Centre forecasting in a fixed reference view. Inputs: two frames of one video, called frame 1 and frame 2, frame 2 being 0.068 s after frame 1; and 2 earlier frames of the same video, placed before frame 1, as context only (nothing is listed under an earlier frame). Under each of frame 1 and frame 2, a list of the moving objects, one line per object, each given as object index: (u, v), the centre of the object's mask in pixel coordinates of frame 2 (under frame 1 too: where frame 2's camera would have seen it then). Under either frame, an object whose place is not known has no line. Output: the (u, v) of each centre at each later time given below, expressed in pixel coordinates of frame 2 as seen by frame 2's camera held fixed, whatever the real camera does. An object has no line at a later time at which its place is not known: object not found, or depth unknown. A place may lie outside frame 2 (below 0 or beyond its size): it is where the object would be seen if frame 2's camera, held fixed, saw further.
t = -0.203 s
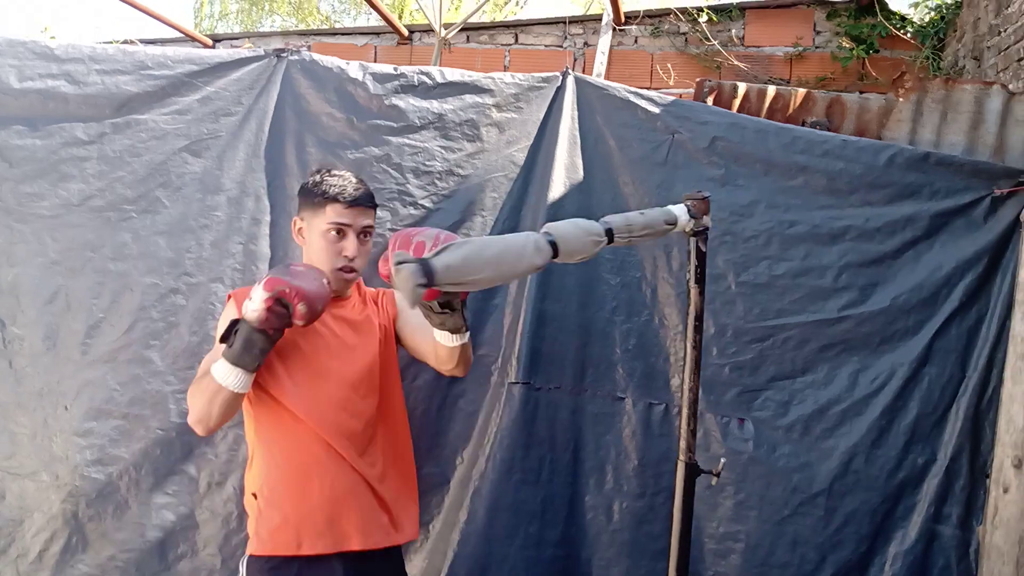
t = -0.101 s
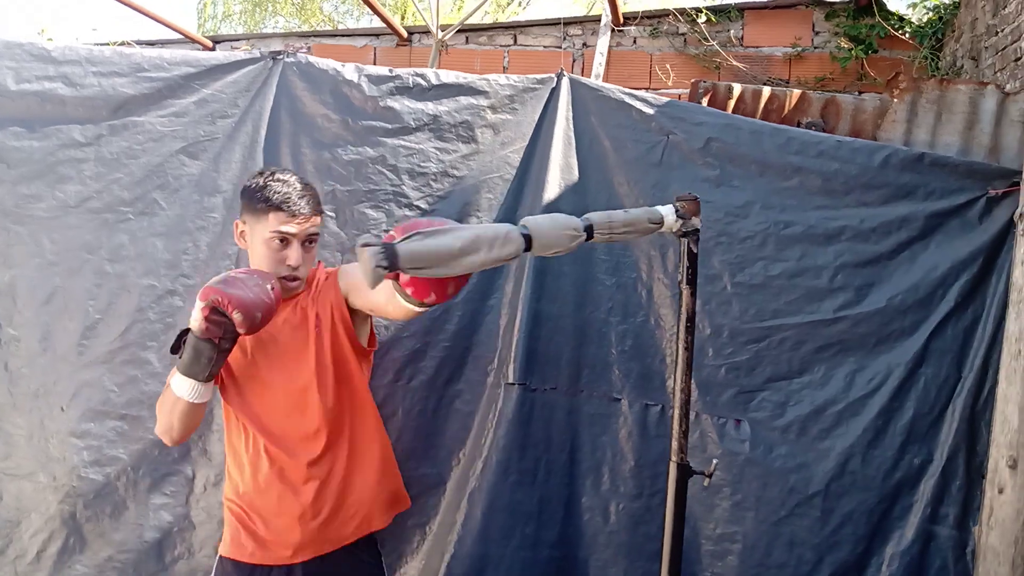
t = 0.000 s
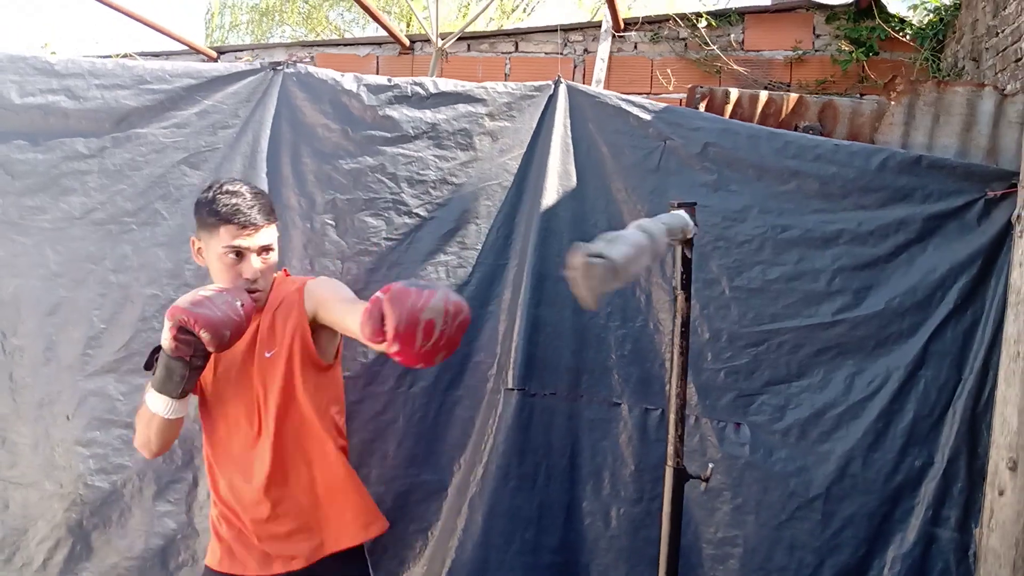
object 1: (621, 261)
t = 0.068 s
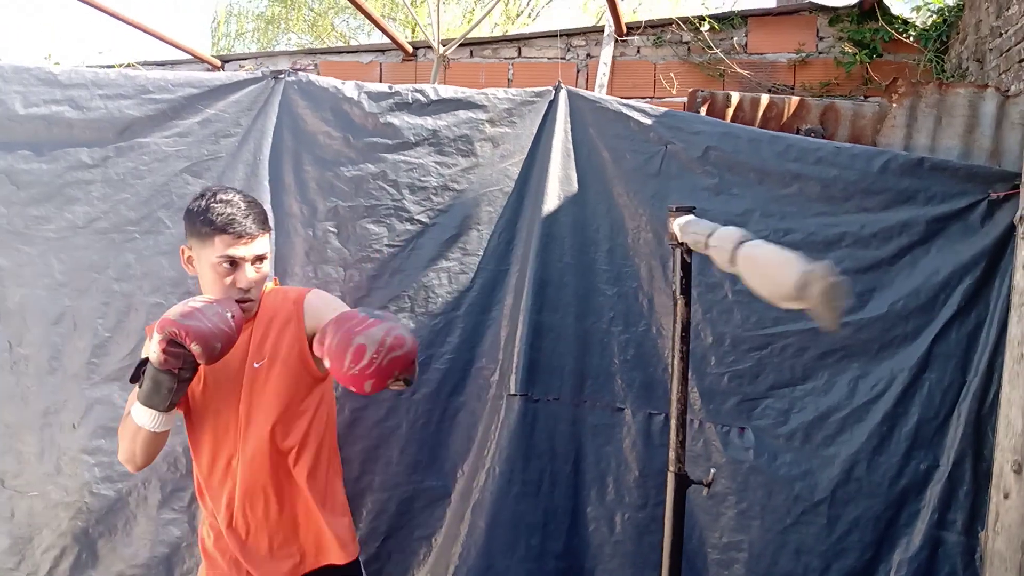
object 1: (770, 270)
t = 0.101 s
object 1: (830, 258)
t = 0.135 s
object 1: (870, 254)
